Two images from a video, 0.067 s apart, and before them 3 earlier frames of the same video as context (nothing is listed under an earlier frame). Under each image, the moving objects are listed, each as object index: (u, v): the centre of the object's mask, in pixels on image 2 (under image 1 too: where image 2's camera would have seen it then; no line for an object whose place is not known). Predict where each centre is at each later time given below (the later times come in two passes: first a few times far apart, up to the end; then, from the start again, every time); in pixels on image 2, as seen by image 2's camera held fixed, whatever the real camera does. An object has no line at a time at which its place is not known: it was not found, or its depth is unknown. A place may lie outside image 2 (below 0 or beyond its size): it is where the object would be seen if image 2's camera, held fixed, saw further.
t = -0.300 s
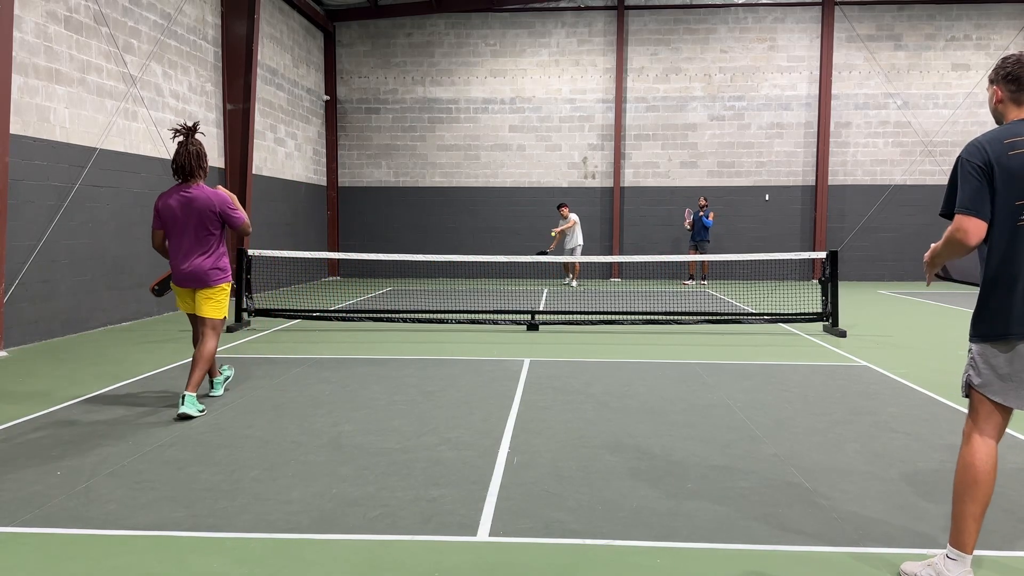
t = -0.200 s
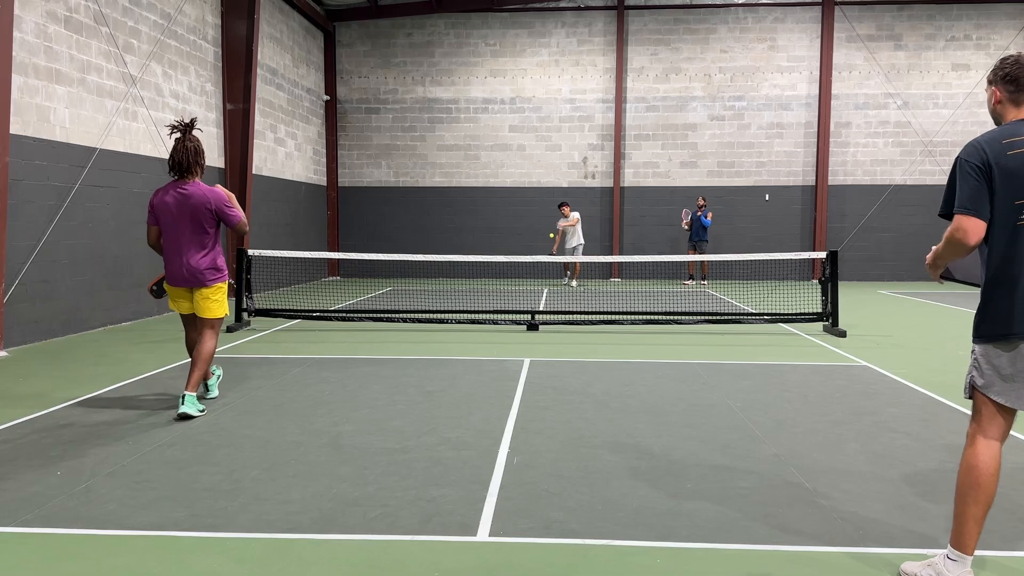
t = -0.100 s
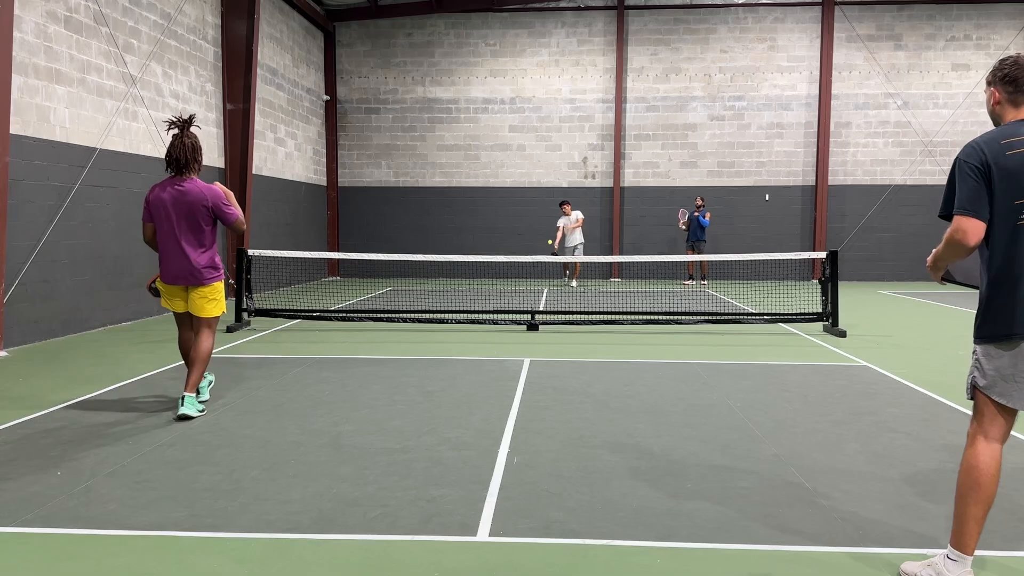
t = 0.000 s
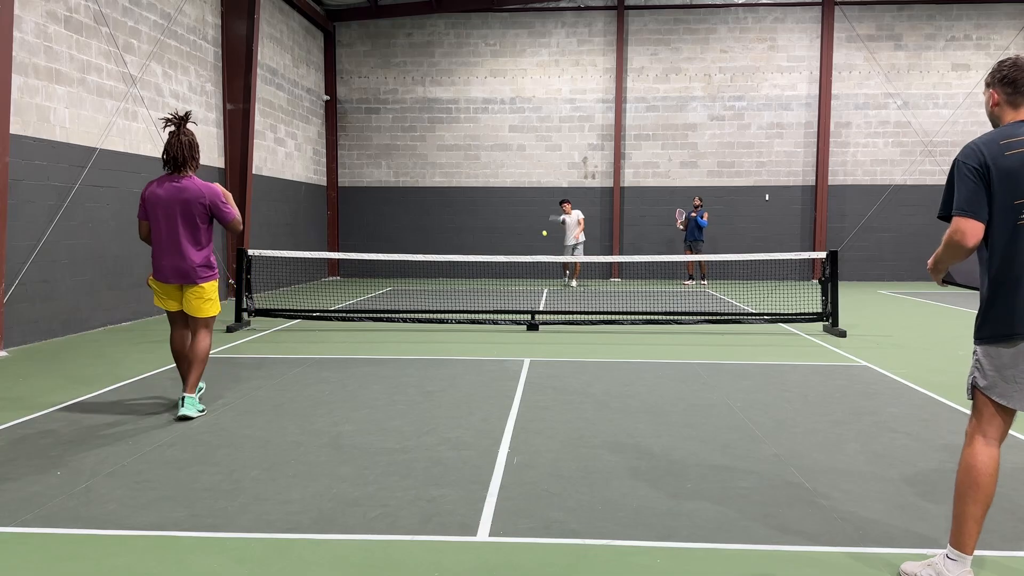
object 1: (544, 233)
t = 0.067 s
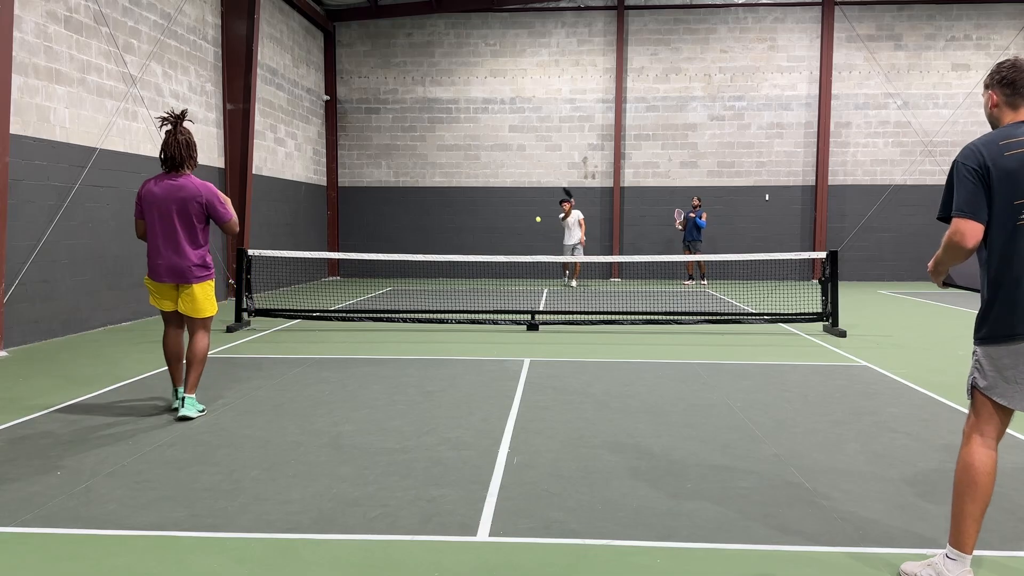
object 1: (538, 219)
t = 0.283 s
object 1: (512, 193)
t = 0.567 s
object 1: (460, 225)
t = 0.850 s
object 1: (374, 380)
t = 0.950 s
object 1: (343, 342)
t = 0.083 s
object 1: (536, 216)
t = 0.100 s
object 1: (535, 213)
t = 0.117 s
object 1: (533, 210)
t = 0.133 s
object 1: (531, 208)
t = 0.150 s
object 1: (529, 205)
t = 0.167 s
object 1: (527, 203)
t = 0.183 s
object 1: (525, 201)
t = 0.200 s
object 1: (523, 199)
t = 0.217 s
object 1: (521, 198)
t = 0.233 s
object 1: (519, 196)
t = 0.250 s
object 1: (517, 195)
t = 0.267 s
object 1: (514, 194)
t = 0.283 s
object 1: (512, 193)
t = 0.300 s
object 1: (510, 192)
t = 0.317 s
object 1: (507, 192)
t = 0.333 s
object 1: (505, 192)
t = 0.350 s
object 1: (502, 192)
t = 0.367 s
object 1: (499, 192)
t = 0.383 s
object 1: (496, 193)
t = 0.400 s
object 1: (494, 194)
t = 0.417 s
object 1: (491, 196)
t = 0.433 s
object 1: (488, 197)
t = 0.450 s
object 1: (484, 200)
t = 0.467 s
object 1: (481, 202)
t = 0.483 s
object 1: (478, 205)
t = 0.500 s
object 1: (474, 208)
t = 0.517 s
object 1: (471, 211)
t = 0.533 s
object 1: (468, 215)
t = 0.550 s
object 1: (464, 220)
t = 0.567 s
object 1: (460, 225)
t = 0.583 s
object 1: (456, 230)
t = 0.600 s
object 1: (452, 236)
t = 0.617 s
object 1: (448, 242)
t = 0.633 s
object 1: (443, 249)
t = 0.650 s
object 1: (439, 257)
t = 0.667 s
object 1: (434, 265)
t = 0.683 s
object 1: (429, 273)
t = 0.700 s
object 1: (425, 283)
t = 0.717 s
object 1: (419, 293)
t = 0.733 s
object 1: (415, 304)
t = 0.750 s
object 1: (409, 315)
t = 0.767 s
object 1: (404, 328)
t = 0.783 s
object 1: (398, 341)
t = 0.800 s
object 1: (392, 355)
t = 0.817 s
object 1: (385, 370)
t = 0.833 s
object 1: (379, 383)
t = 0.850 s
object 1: (374, 380)
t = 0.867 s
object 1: (370, 370)
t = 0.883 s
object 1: (365, 364)
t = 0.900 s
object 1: (360, 358)
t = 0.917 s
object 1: (354, 352)
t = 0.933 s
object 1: (349, 347)
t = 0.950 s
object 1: (343, 342)
